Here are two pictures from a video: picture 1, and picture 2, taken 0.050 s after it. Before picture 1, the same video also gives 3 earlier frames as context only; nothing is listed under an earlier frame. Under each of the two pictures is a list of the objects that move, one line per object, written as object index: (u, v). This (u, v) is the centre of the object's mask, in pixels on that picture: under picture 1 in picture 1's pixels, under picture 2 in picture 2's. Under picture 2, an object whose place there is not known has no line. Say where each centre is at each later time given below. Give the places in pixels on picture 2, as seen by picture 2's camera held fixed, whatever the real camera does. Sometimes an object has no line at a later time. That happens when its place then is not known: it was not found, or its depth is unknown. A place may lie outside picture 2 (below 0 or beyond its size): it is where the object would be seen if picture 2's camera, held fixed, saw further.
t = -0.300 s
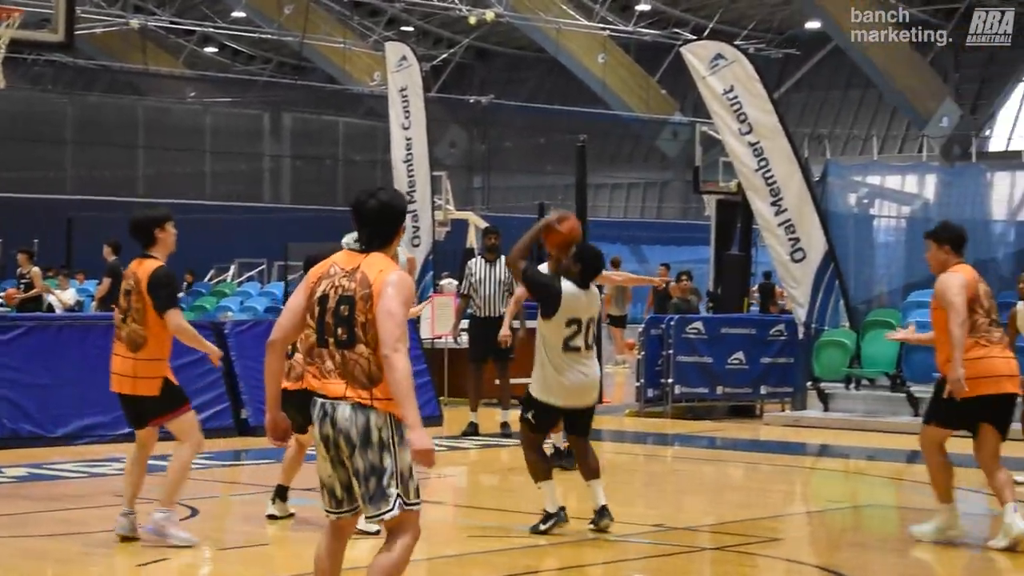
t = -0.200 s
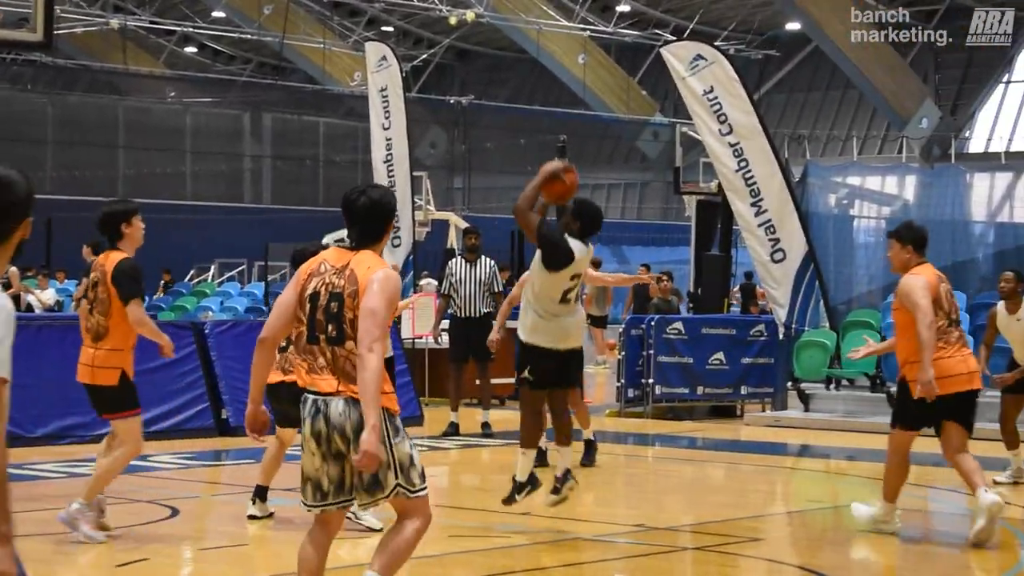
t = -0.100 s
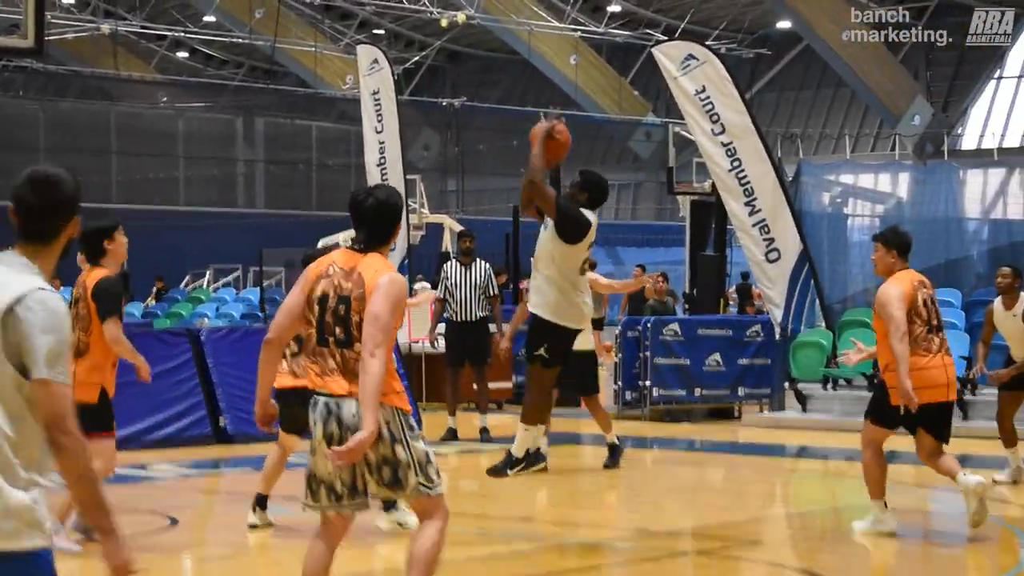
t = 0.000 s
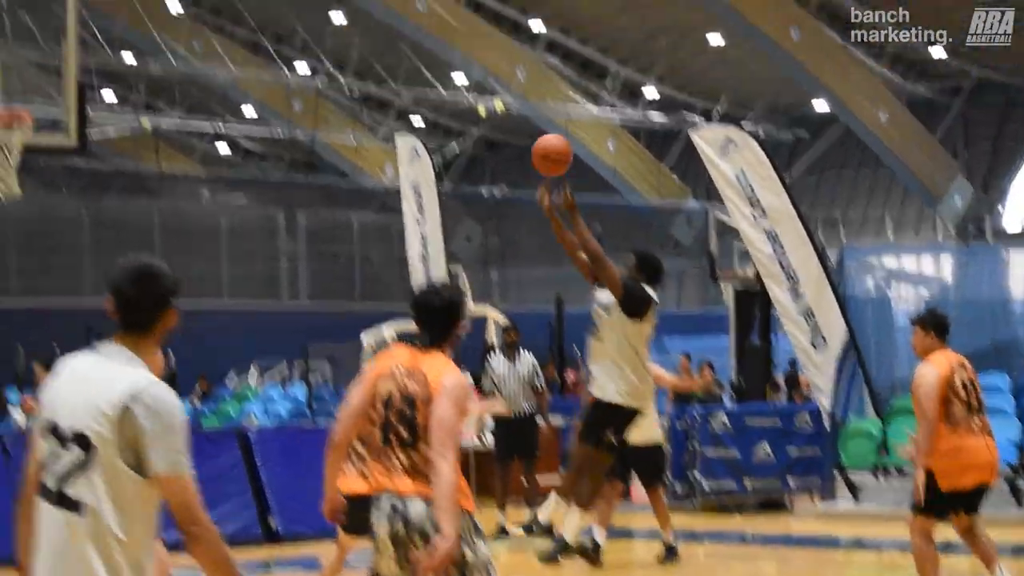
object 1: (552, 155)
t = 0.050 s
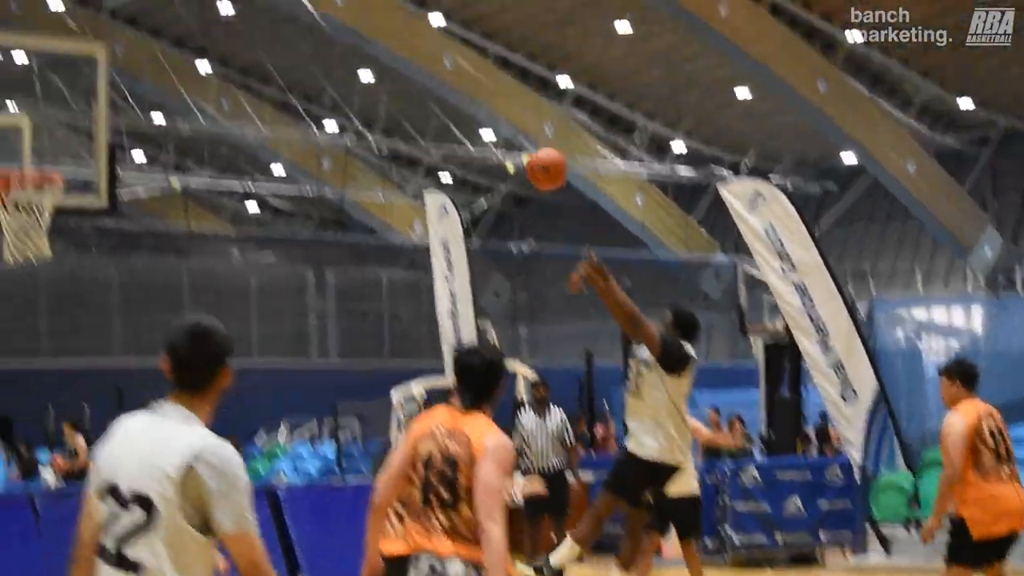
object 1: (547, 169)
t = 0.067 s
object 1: (535, 156)
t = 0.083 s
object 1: (525, 143)
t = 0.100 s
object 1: (513, 132)
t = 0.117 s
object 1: (503, 121)
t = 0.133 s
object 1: (492, 109)
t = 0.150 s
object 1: (482, 100)
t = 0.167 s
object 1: (472, 91)
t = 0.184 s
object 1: (461, 82)
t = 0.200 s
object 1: (451, 74)
